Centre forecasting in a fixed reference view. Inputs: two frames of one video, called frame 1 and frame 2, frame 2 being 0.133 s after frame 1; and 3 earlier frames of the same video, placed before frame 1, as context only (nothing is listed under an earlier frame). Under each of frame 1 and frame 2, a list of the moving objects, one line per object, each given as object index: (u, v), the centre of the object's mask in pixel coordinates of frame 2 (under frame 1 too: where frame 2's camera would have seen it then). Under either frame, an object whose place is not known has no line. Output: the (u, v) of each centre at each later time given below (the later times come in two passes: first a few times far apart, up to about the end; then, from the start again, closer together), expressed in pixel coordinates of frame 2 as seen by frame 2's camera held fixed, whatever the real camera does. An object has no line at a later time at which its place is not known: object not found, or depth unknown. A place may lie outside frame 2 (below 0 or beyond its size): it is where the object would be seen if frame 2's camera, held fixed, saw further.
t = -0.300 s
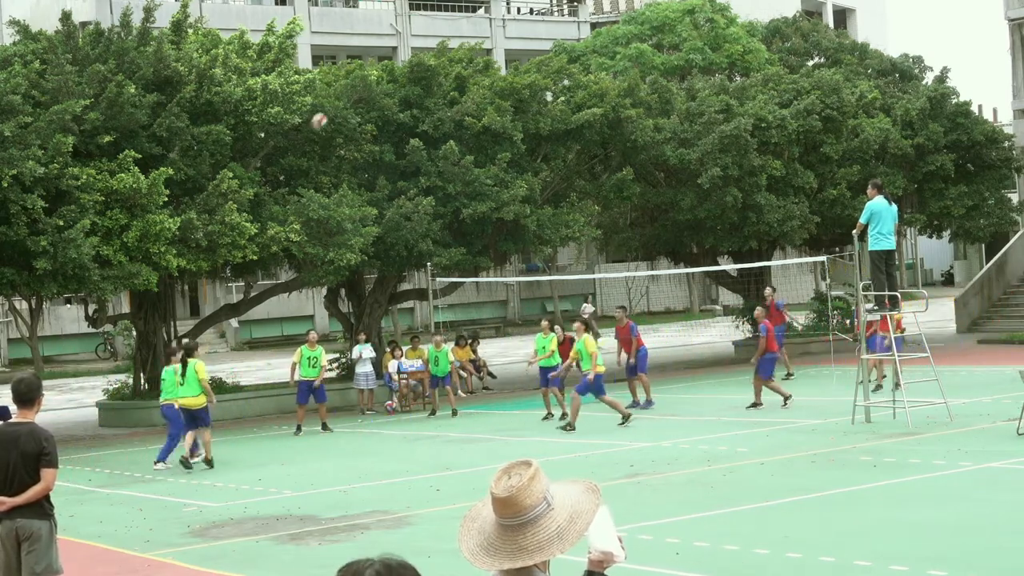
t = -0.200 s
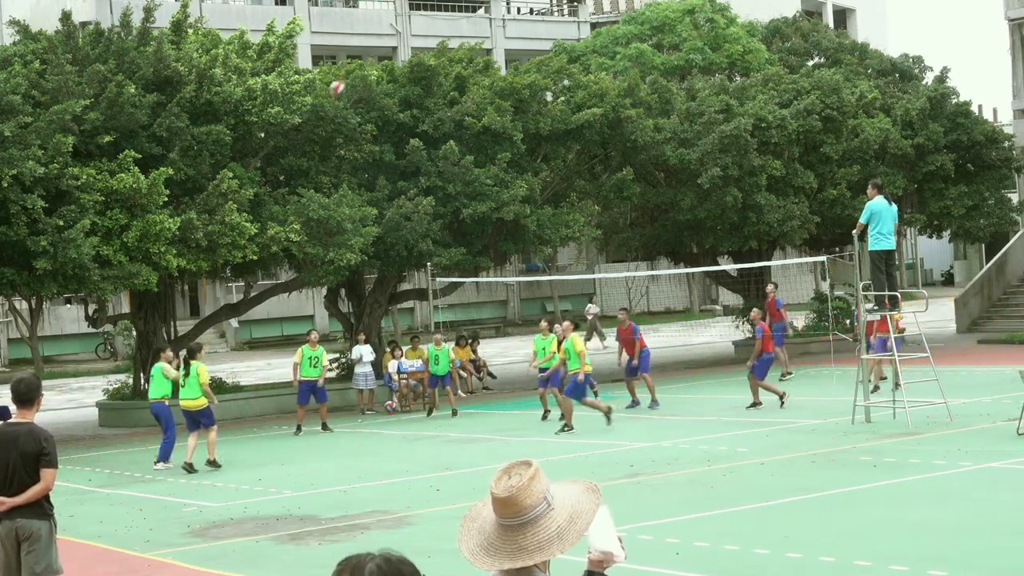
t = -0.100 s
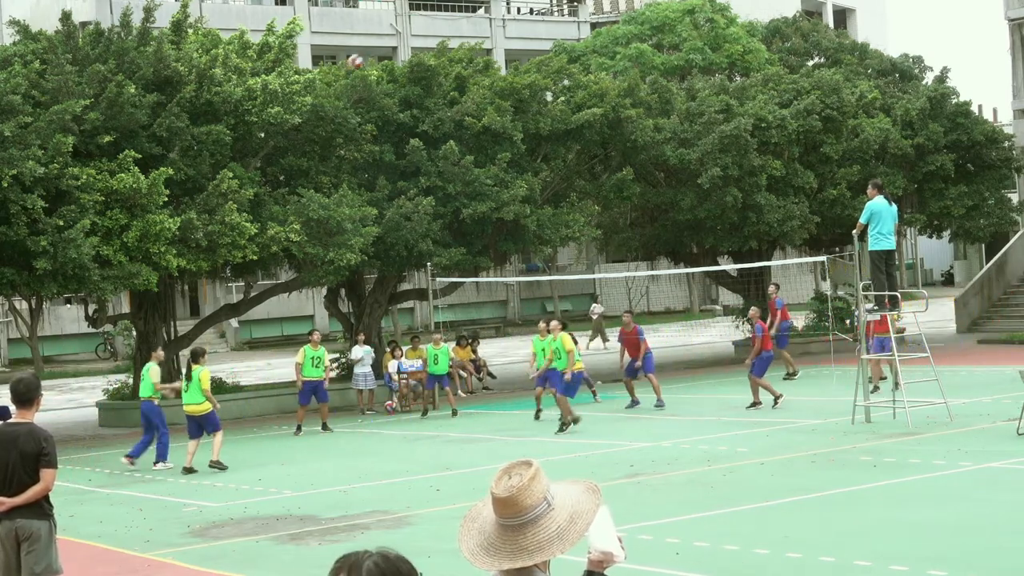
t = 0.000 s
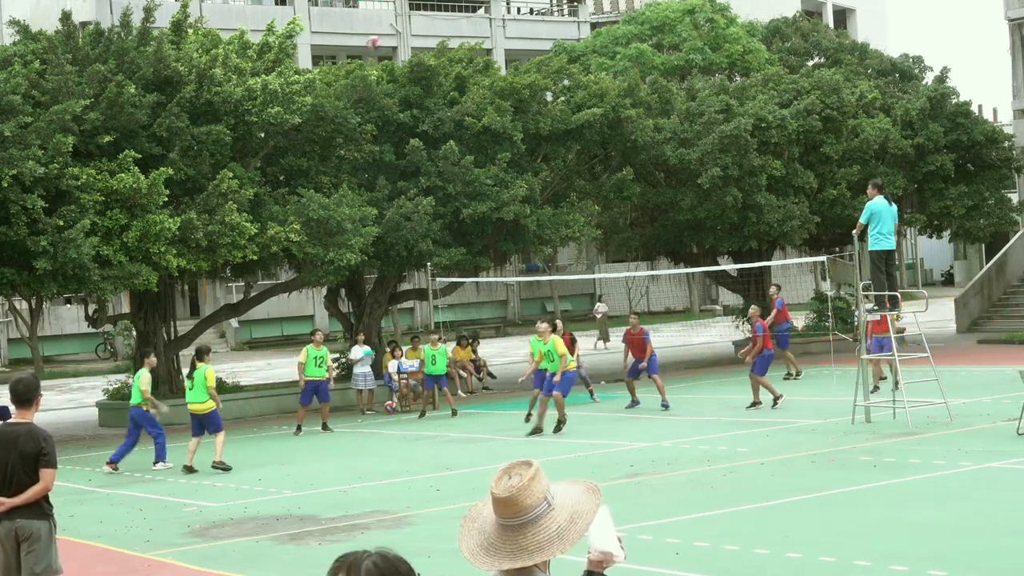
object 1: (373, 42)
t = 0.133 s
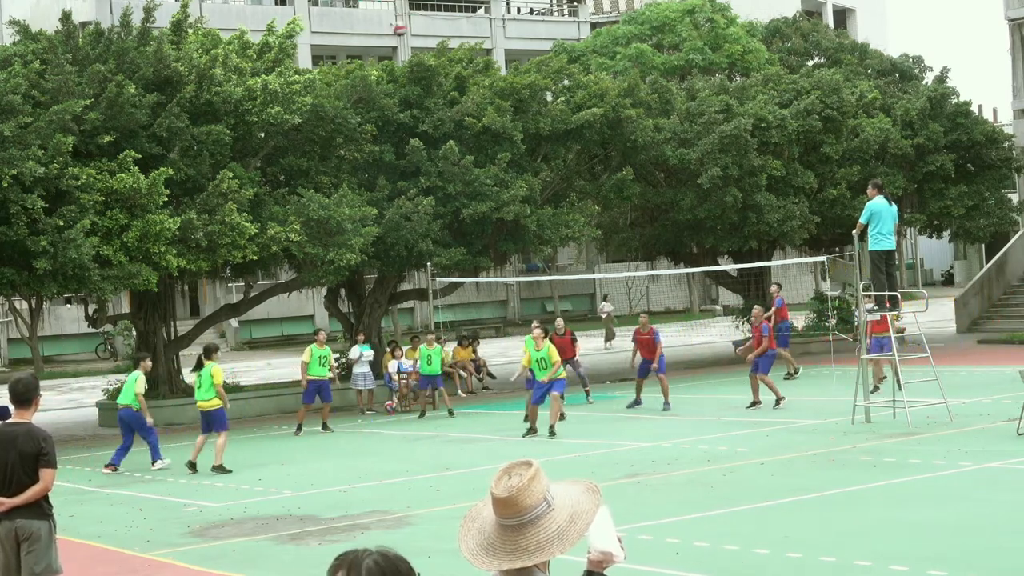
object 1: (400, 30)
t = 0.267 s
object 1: (425, 28)
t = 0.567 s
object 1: (486, 68)
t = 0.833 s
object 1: (542, 158)
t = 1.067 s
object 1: (589, 275)
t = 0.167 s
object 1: (405, 28)
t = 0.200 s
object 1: (413, 26)
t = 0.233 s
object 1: (419, 27)
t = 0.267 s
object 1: (425, 28)
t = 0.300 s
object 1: (432, 28)
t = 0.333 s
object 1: (439, 31)
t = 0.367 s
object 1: (447, 33)
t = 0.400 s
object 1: (453, 38)
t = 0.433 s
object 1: (460, 43)
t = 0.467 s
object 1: (466, 47)
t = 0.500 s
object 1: (473, 53)
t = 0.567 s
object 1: (486, 68)
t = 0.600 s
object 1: (493, 75)
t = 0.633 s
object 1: (501, 86)
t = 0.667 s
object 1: (507, 95)
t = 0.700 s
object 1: (515, 107)
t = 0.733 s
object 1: (520, 118)
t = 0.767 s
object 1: (529, 131)
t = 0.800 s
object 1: (535, 144)
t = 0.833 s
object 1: (542, 158)
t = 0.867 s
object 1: (549, 172)
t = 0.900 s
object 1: (556, 188)
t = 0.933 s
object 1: (562, 202)
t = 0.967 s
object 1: (569, 221)
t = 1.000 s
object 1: (576, 237)
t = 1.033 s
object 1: (582, 254)
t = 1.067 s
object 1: (589, 275)
